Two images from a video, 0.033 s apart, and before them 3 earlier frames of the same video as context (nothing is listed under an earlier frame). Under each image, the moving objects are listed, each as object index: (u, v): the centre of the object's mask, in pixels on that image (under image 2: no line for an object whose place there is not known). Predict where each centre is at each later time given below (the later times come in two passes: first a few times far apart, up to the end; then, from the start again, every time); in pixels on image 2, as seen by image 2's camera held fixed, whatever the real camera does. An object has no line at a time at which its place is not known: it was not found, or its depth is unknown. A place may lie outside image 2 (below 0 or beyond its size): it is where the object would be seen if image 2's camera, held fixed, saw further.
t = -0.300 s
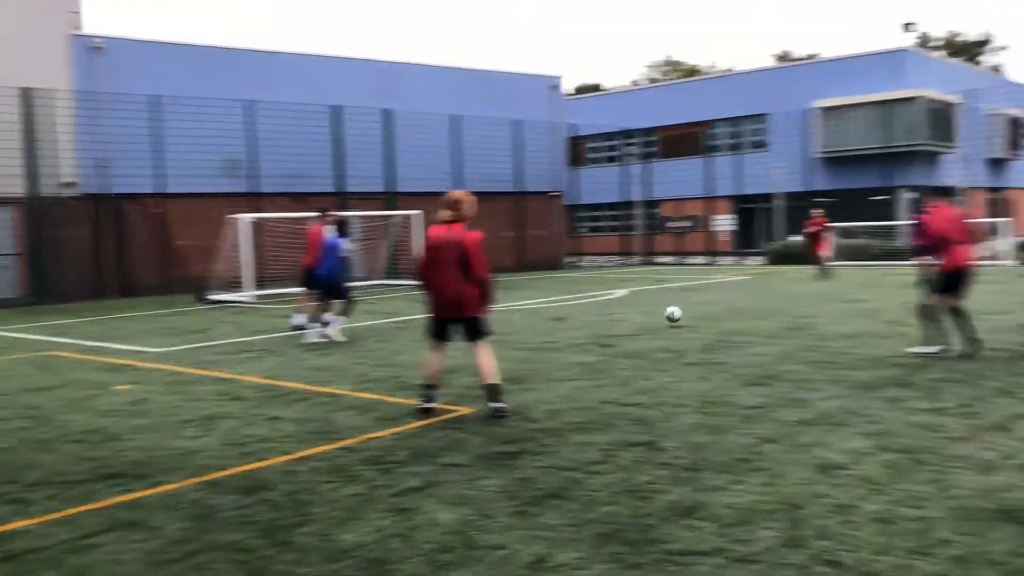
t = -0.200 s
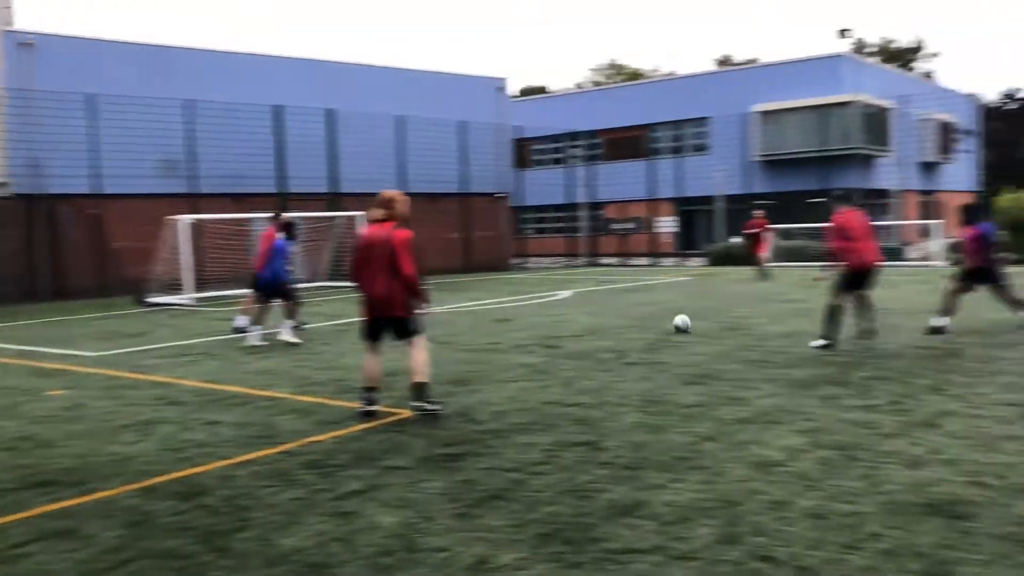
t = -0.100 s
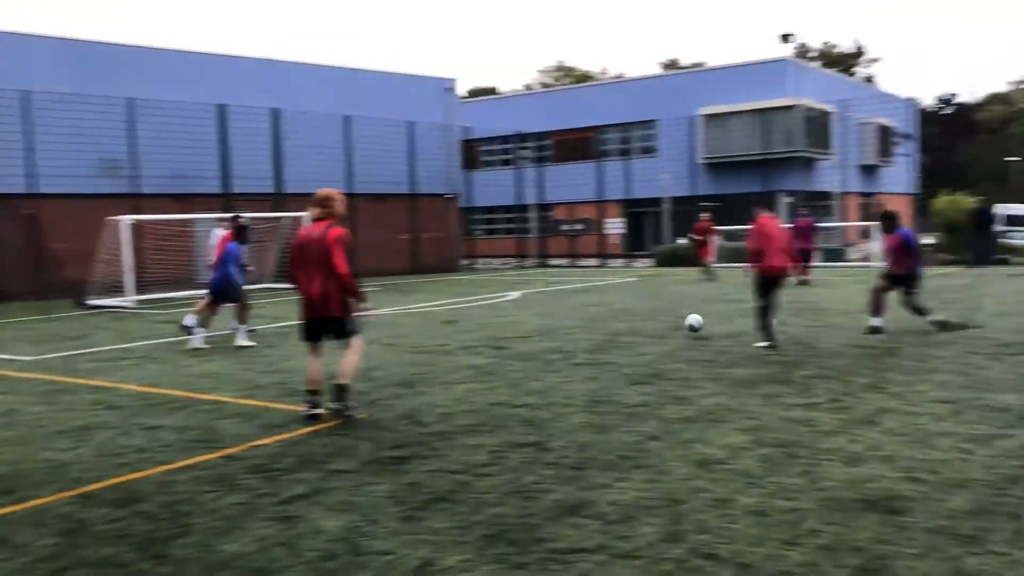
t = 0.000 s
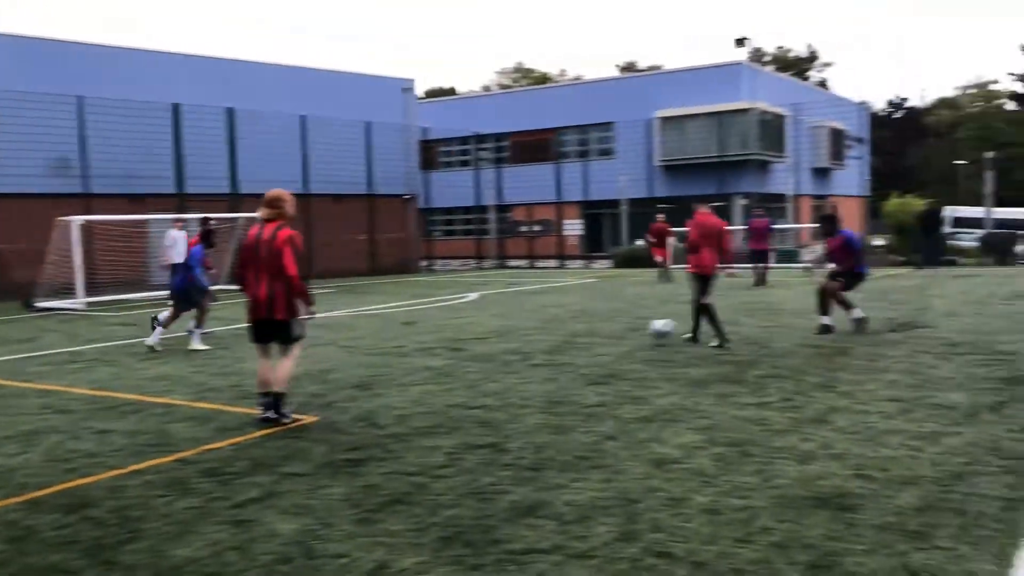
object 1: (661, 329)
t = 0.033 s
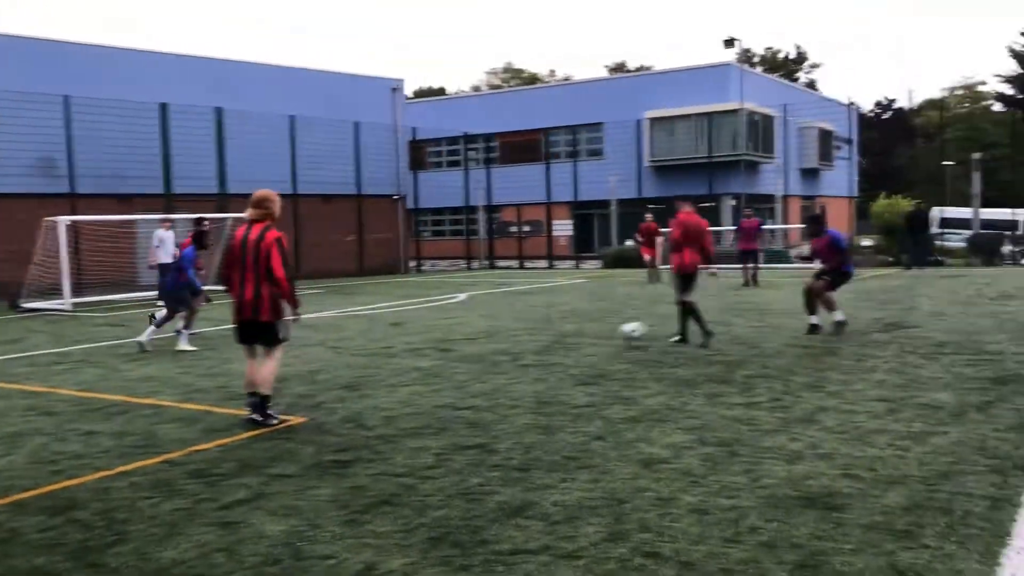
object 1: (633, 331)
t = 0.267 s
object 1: (500, 353)
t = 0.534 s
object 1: (339, 383)
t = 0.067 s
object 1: (615, 335)
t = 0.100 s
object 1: (594, 342)
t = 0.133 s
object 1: (575, 345)
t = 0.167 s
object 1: (556, 344)
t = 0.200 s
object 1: (539, 347)
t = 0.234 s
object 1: (520, 349)
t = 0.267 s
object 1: (500, 353)
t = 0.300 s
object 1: (480, 360)
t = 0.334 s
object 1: (460, 365)
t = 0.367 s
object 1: (441, 365)
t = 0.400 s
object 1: (420, 367)
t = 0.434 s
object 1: (401, 372)
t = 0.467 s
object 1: (380, 377)
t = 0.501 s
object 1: (359, 381)
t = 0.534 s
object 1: (339, 383)
